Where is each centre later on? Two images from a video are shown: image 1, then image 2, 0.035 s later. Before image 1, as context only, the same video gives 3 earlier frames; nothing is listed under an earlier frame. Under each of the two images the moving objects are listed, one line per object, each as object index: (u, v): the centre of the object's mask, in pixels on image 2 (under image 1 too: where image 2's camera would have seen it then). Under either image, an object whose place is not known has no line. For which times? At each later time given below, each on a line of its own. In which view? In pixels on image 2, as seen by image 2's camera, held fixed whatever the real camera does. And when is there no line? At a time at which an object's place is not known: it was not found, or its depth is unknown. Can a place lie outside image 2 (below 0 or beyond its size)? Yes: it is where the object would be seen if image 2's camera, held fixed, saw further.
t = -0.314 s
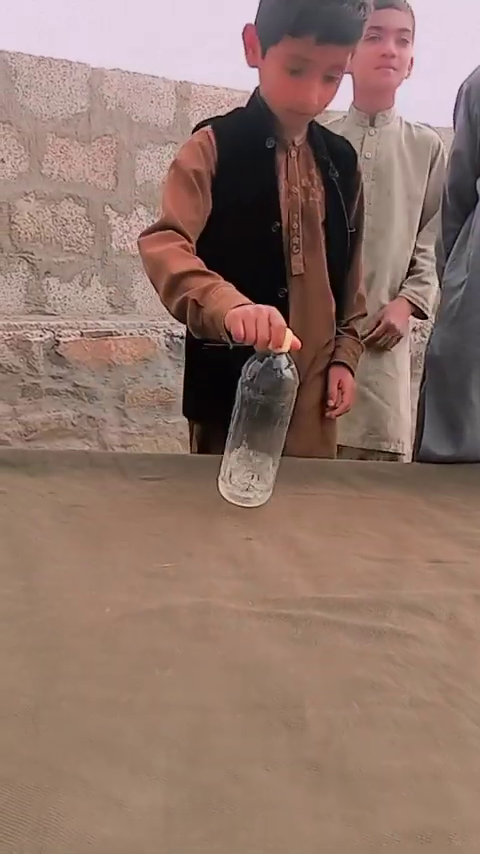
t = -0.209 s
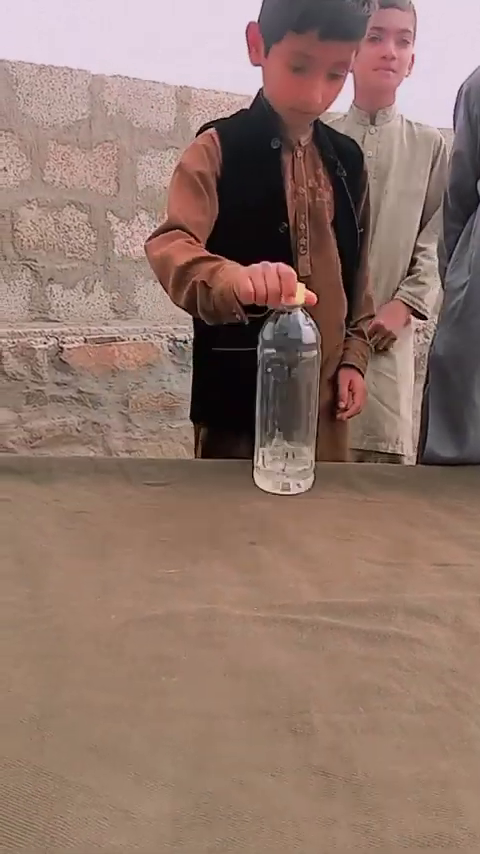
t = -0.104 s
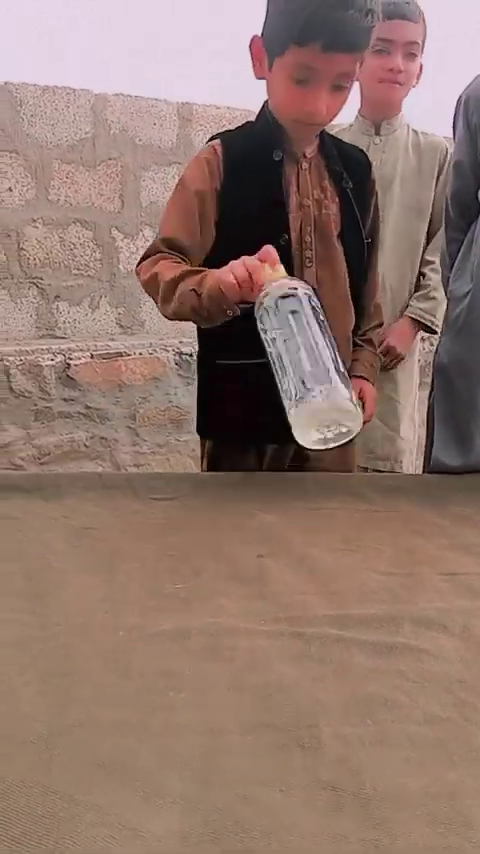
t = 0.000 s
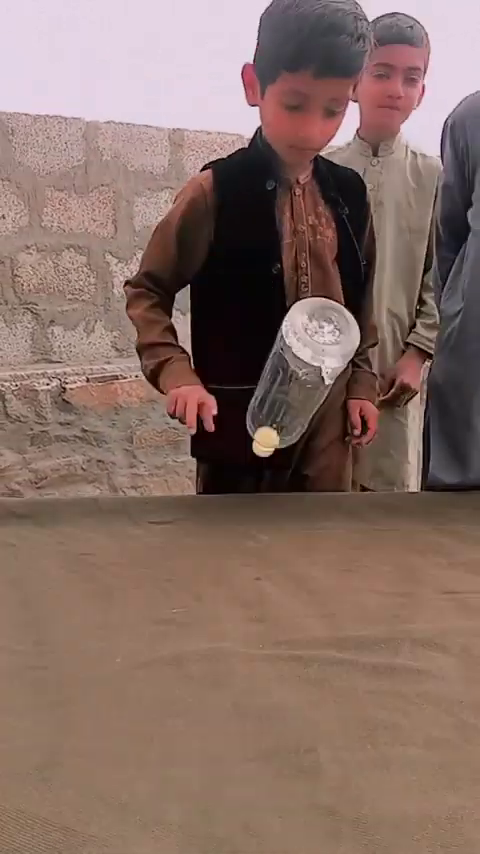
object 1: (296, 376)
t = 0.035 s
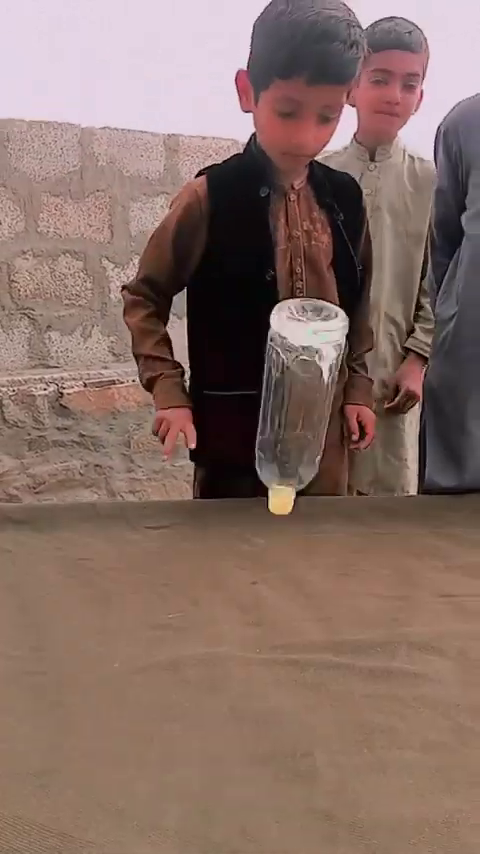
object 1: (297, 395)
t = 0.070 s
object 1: (304, 422)
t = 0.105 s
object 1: (314, 443)
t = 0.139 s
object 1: (325, 466)
